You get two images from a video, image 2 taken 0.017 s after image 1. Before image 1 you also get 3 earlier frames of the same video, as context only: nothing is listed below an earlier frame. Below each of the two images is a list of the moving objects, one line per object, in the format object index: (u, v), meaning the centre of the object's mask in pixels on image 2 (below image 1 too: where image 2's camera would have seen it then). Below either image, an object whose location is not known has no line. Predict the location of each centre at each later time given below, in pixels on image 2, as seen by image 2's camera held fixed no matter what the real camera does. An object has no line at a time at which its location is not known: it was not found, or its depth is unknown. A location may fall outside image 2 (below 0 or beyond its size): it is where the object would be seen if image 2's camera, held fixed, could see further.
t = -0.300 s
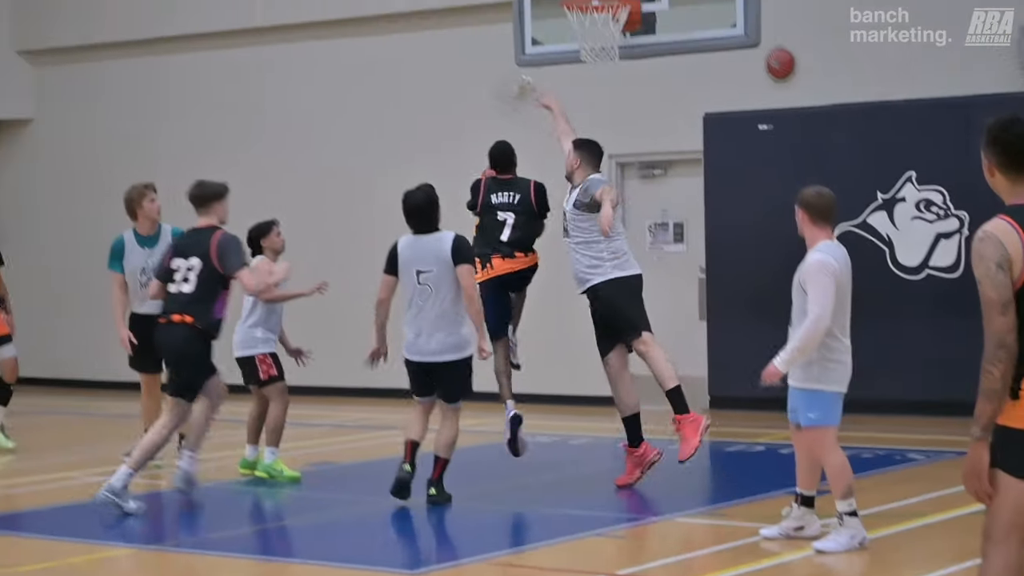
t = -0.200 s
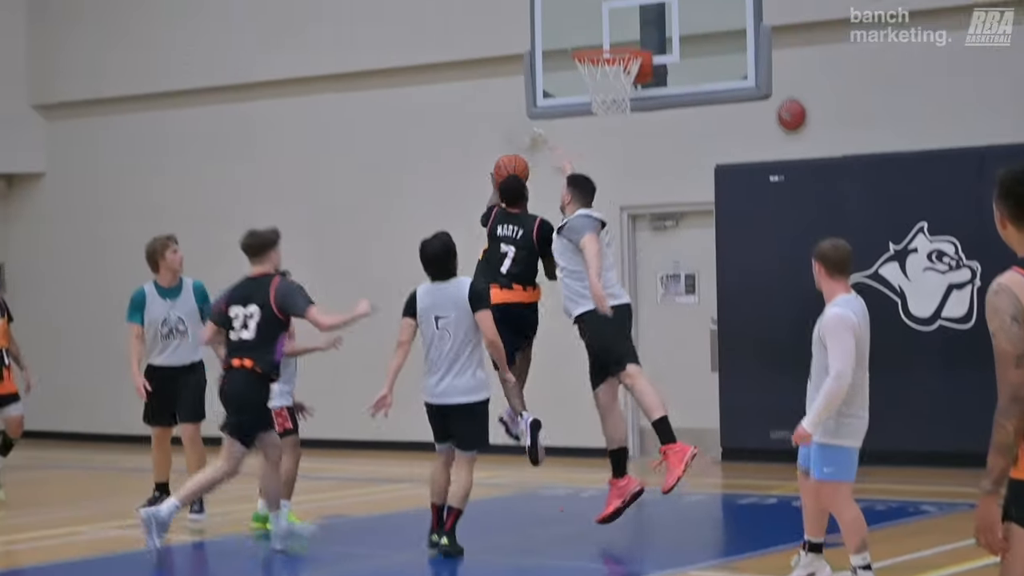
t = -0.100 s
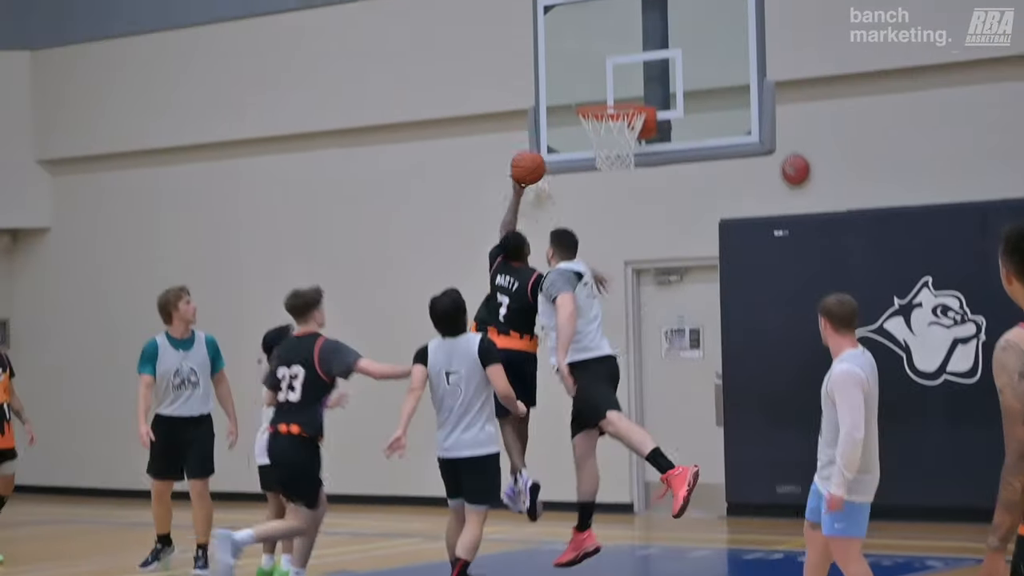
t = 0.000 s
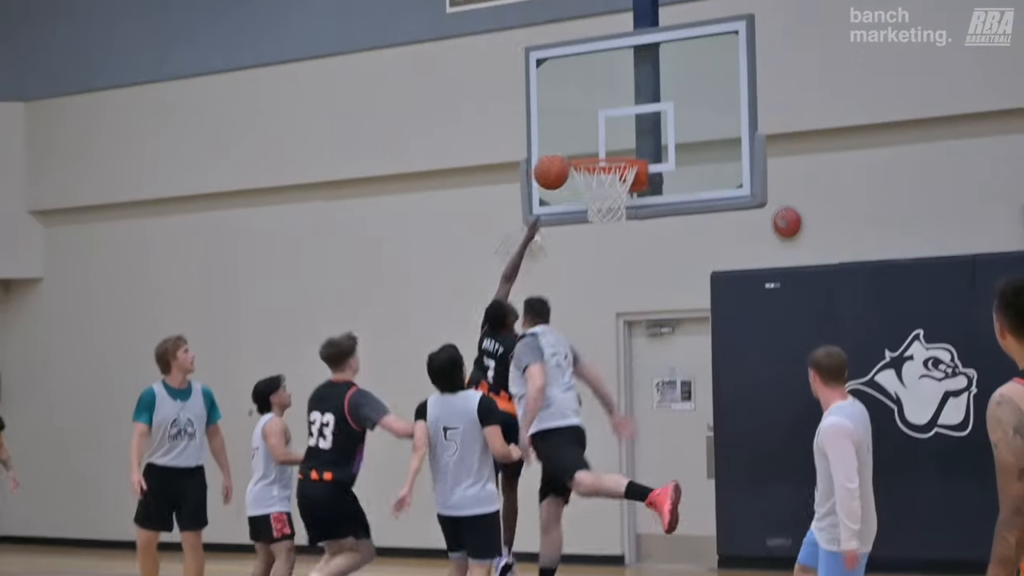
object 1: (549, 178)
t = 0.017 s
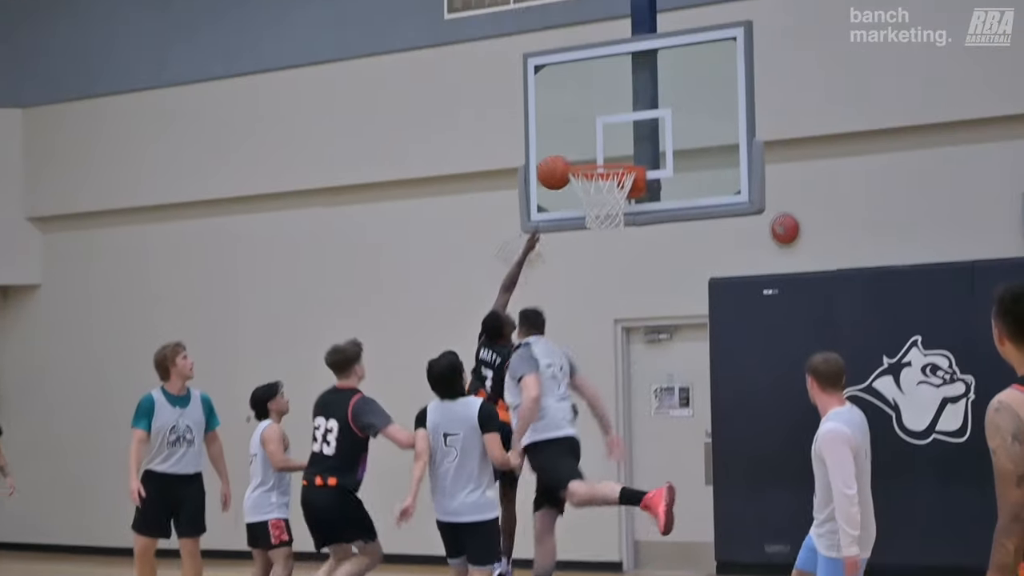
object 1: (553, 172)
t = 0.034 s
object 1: (558, 165)
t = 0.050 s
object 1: (564, 159)
